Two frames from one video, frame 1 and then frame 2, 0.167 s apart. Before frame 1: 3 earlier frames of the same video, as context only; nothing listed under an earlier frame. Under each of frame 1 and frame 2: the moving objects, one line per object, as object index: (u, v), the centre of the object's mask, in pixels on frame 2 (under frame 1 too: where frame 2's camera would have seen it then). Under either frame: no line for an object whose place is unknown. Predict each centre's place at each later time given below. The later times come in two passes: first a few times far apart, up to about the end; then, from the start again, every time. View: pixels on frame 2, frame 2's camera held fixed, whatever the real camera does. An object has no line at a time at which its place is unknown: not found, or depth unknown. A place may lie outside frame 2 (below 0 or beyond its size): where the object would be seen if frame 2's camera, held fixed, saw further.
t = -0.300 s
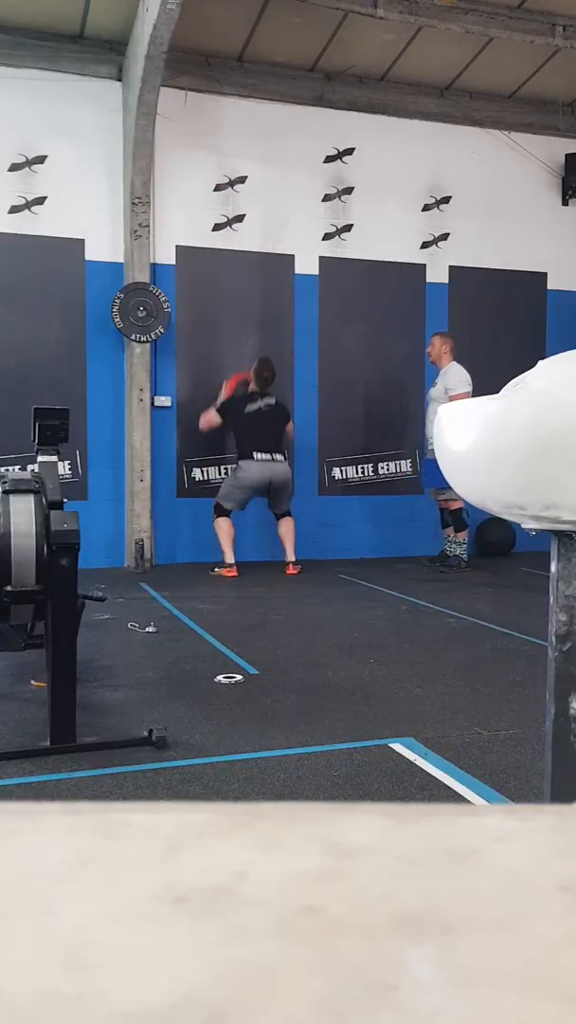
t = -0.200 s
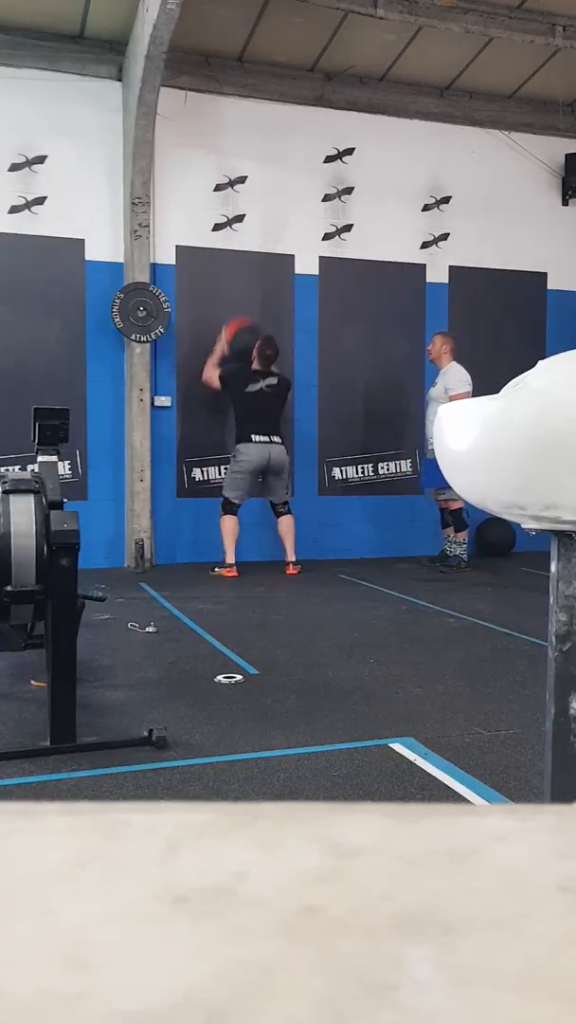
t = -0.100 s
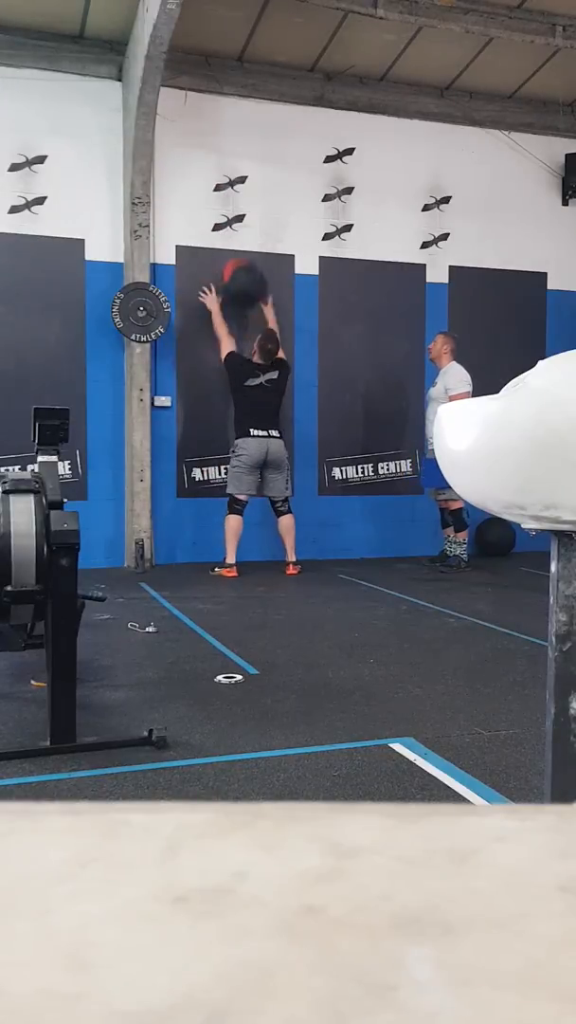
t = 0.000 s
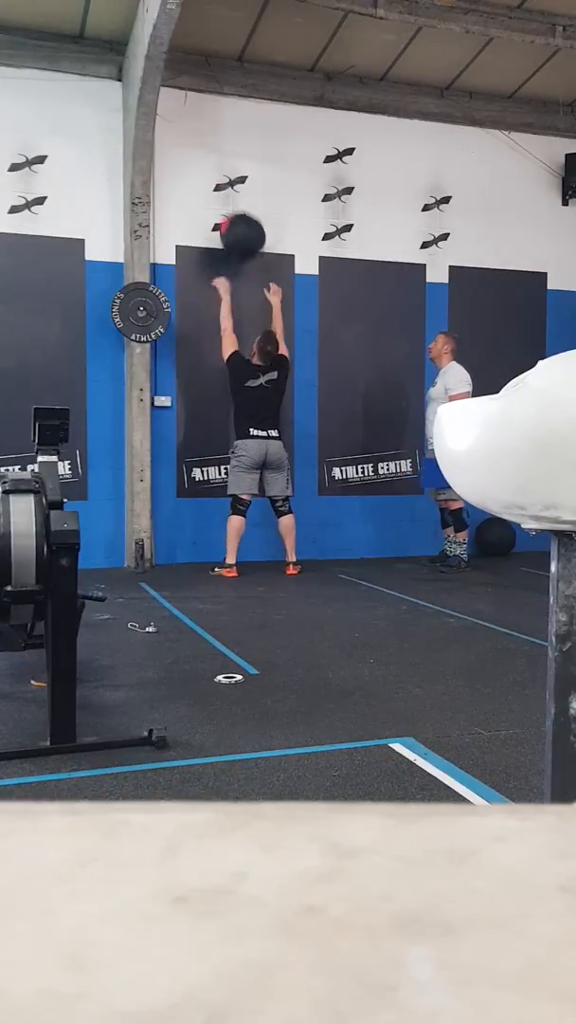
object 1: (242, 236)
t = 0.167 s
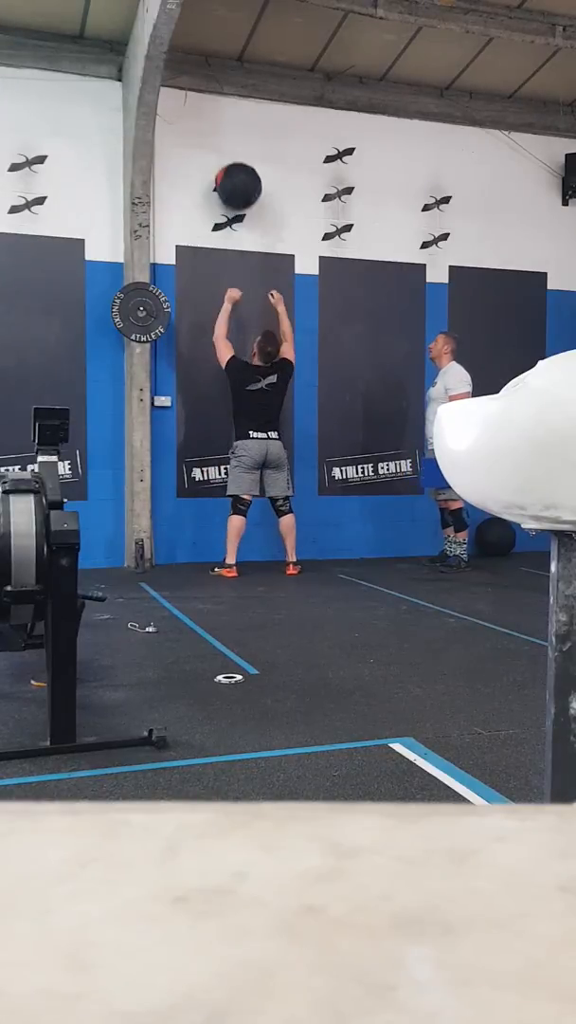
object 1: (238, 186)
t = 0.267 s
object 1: (236, 173)
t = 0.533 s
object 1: (239, 192)
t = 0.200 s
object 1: (237, 180)
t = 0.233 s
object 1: (237, 176)
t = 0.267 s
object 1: (236, 173)
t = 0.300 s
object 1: (235, 172)
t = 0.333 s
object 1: (235, 172)
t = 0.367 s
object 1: (236, 172)
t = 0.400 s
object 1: (236, 173)
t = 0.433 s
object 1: (237, 176)
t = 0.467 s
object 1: (238, 180)
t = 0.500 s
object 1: (239, 185)
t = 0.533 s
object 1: (239, 192)
